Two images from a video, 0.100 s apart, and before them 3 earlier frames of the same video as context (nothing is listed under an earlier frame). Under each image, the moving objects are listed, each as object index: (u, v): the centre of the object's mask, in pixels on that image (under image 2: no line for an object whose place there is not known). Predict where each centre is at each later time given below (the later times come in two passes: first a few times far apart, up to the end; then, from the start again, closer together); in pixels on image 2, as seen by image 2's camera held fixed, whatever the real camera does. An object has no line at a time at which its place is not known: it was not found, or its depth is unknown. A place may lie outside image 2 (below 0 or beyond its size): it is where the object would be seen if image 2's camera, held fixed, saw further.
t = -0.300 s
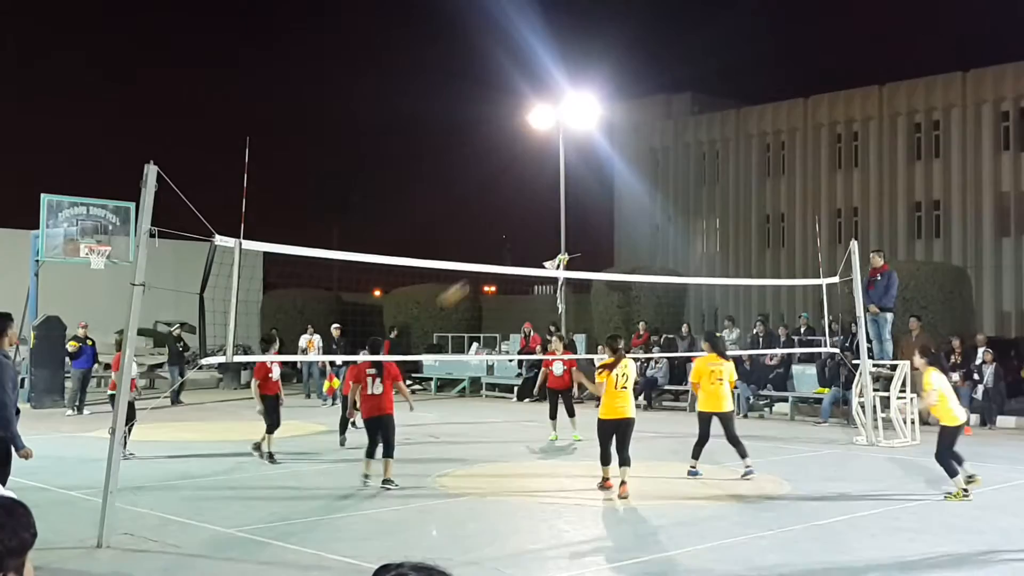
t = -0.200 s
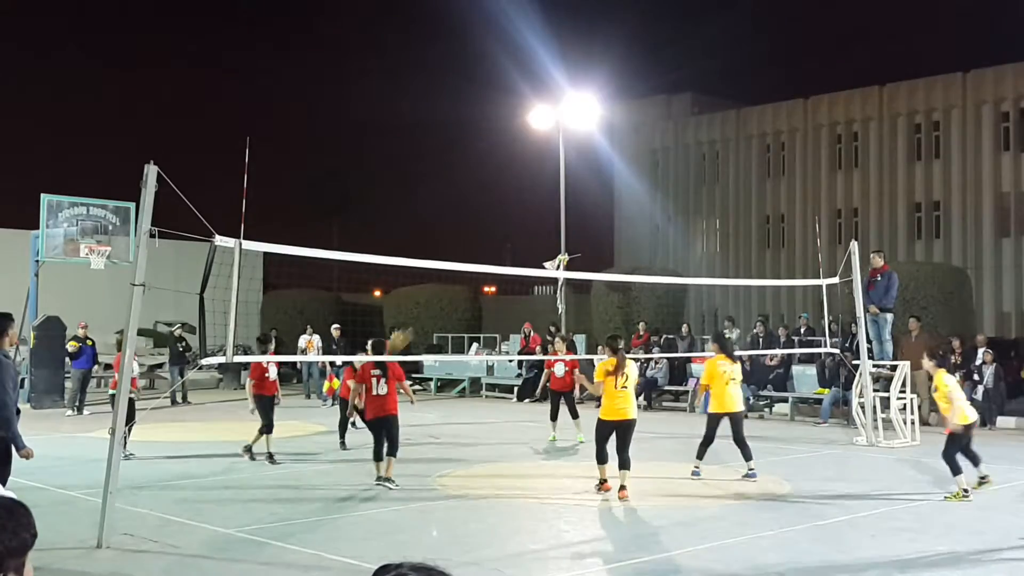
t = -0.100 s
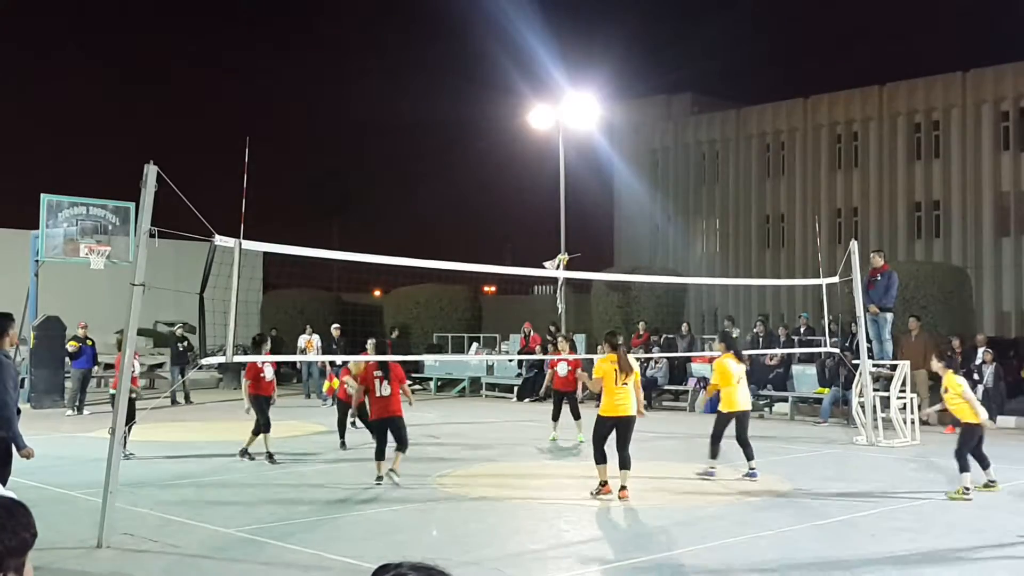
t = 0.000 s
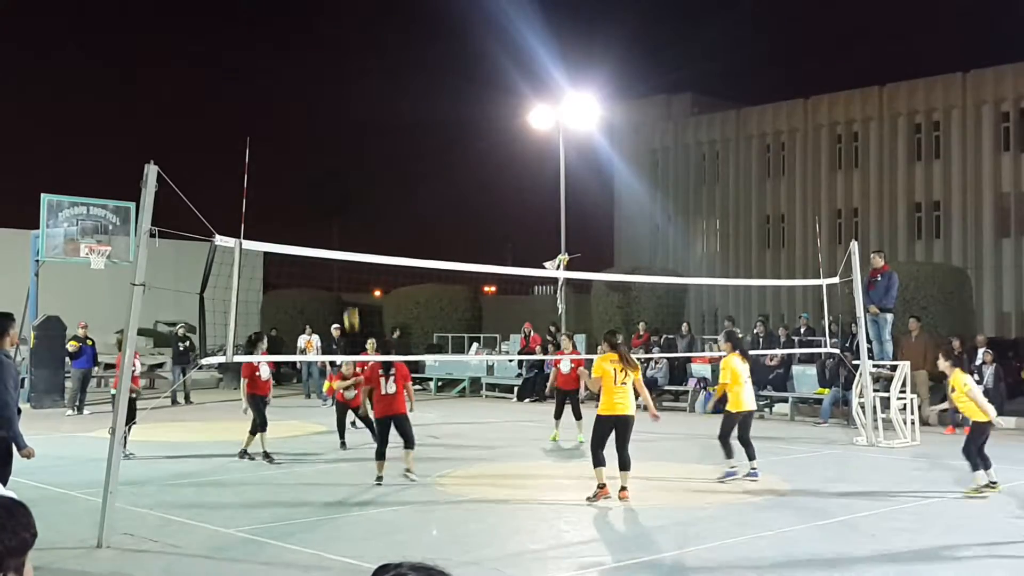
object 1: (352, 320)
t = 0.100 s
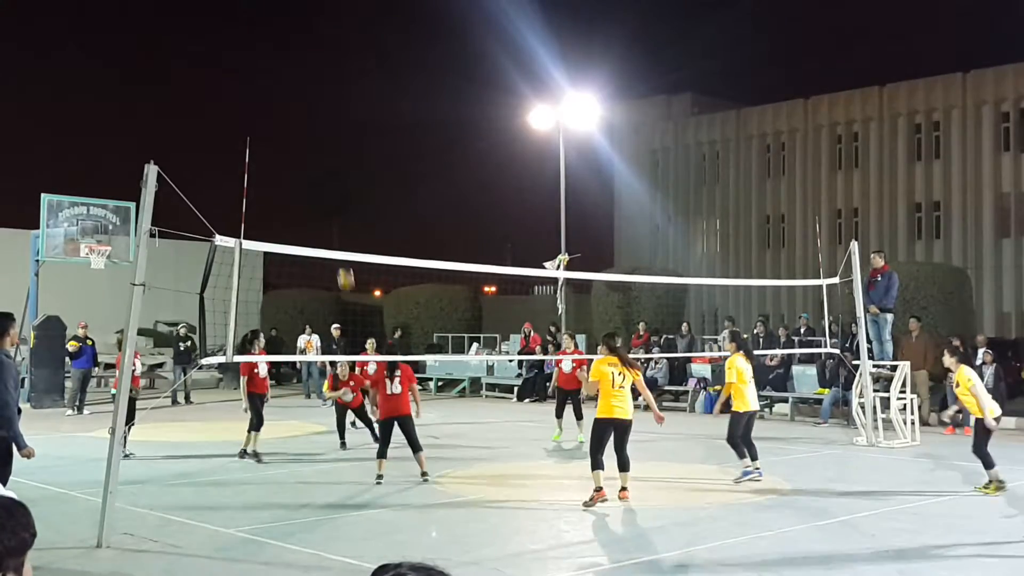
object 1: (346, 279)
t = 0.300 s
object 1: (332, 219)
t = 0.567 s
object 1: (313, 181)
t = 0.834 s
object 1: (293, 198)
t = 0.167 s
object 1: (341, 256)
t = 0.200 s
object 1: (339, 243)
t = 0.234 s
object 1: (337, 235)
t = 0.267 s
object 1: (335, 227)
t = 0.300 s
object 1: (332, 219)
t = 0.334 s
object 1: (330, 211)
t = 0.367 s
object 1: (328, 204)
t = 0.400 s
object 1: (325, 198)
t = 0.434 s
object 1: (323, 193)
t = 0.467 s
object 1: (320, 189)
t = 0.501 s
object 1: (318, 186)
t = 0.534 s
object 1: (316, 183)
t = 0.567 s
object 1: (313, 181)
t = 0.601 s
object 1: (311, 181)
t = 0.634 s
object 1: (308, 180)
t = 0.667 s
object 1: (306, 181)
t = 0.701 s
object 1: (303, 183)
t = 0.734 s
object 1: (301, 186)
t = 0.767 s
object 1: (298, 189)
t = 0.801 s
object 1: (296, 193)
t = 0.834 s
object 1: (293, 198)
